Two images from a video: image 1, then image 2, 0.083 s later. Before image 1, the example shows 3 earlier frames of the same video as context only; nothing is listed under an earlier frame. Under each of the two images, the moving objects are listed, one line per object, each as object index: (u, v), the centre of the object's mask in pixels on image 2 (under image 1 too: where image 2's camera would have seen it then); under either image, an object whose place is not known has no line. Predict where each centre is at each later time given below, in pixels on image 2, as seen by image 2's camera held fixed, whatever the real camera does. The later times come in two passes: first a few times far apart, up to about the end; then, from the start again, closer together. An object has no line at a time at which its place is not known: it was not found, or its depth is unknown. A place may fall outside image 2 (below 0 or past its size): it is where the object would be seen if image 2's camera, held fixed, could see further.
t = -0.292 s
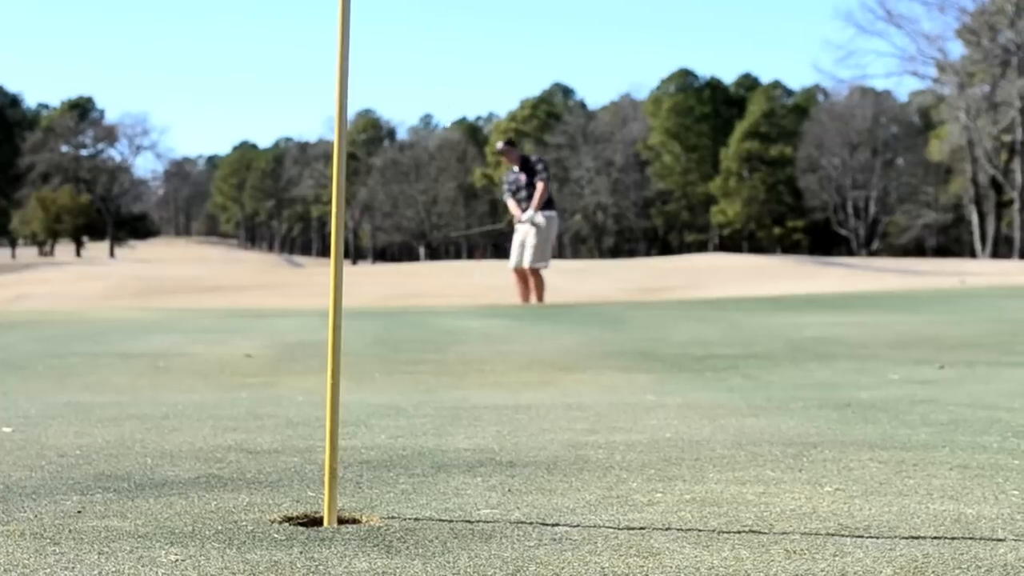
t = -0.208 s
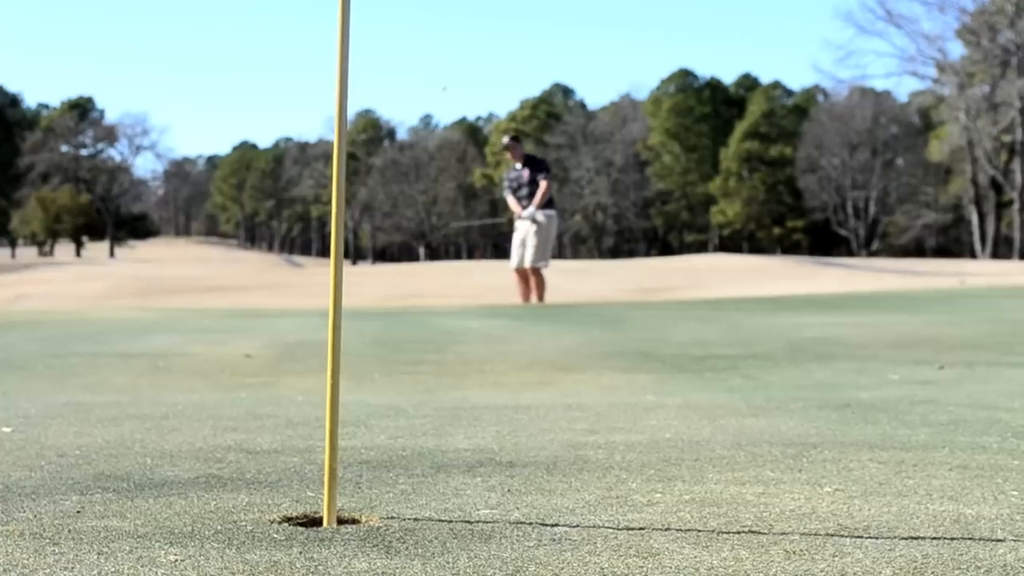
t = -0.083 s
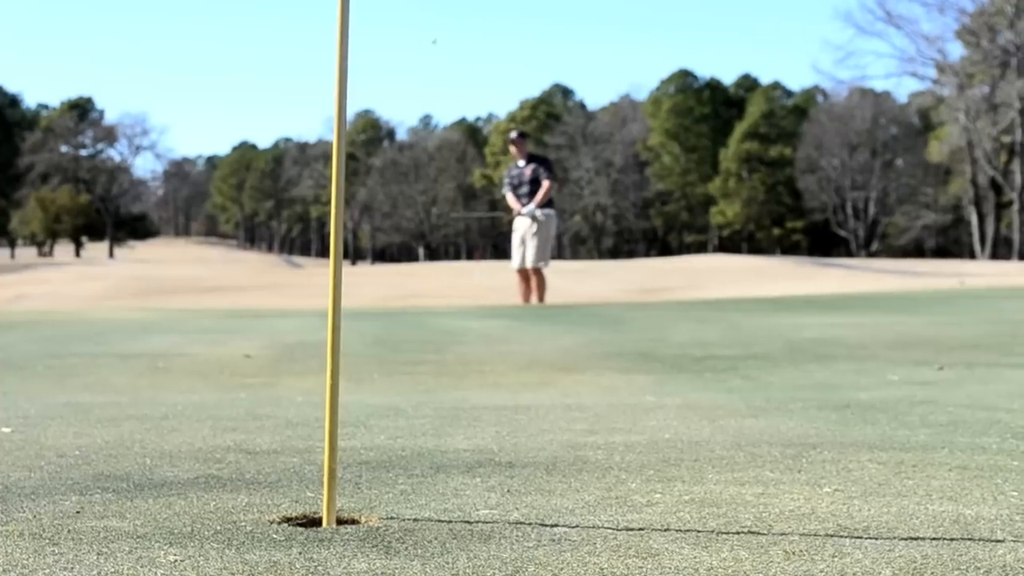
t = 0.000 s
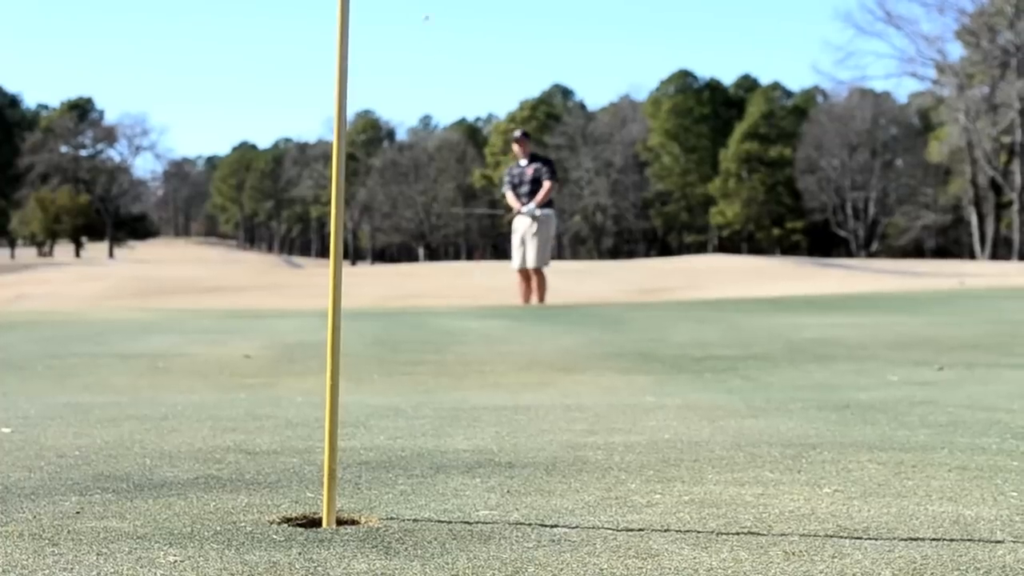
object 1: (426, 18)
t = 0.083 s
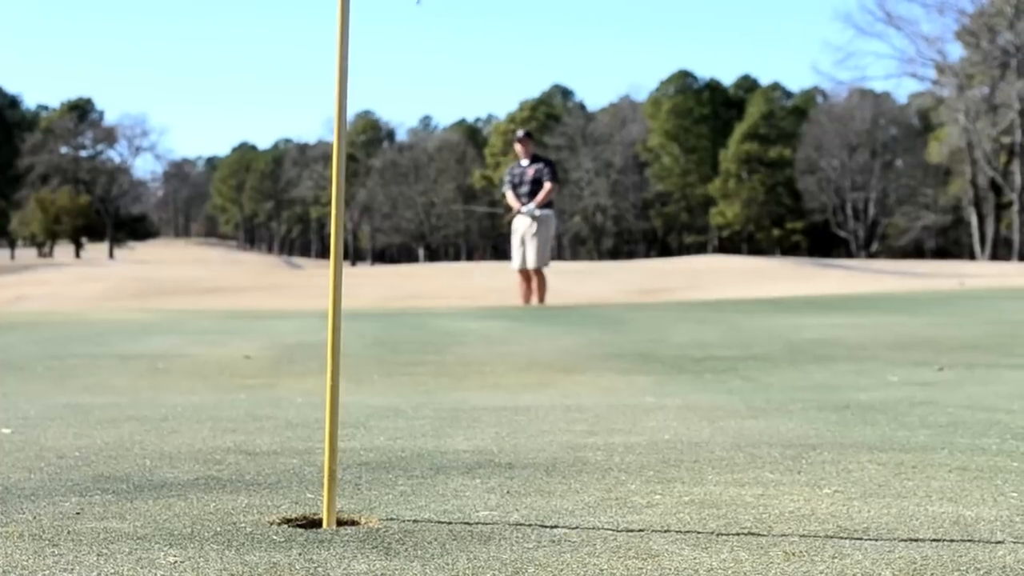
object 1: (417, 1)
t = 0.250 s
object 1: (397, 0)
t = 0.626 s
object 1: (311, 324)
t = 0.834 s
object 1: (294, 235)
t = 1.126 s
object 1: (284, 213)
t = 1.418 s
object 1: (284, 361)
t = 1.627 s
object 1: (302, 525)
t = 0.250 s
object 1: (397, 0)
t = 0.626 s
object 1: (311, 324)
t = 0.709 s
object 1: (298, 335)
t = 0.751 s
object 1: (298, 298)
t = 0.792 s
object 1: (296, 264)
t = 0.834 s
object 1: (294, 235)
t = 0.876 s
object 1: (293, 211)
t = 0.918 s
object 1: (291, 192)
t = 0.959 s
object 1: (290, 179)
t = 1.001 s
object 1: (289, 173)
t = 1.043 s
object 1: (287, 176)
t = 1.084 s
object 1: (285, 189)
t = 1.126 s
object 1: (284, 213)
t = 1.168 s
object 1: (282, 252)
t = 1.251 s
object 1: (279, 392)
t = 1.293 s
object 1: (279, 431)
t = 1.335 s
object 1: (280, 397)
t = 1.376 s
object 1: (282, 373)
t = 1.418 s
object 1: (284, 361)
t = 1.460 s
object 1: (287, 361)
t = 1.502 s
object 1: (289, 376)
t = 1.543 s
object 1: (293, 408)
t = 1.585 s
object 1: (297, 464)
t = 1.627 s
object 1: (302, 525)
